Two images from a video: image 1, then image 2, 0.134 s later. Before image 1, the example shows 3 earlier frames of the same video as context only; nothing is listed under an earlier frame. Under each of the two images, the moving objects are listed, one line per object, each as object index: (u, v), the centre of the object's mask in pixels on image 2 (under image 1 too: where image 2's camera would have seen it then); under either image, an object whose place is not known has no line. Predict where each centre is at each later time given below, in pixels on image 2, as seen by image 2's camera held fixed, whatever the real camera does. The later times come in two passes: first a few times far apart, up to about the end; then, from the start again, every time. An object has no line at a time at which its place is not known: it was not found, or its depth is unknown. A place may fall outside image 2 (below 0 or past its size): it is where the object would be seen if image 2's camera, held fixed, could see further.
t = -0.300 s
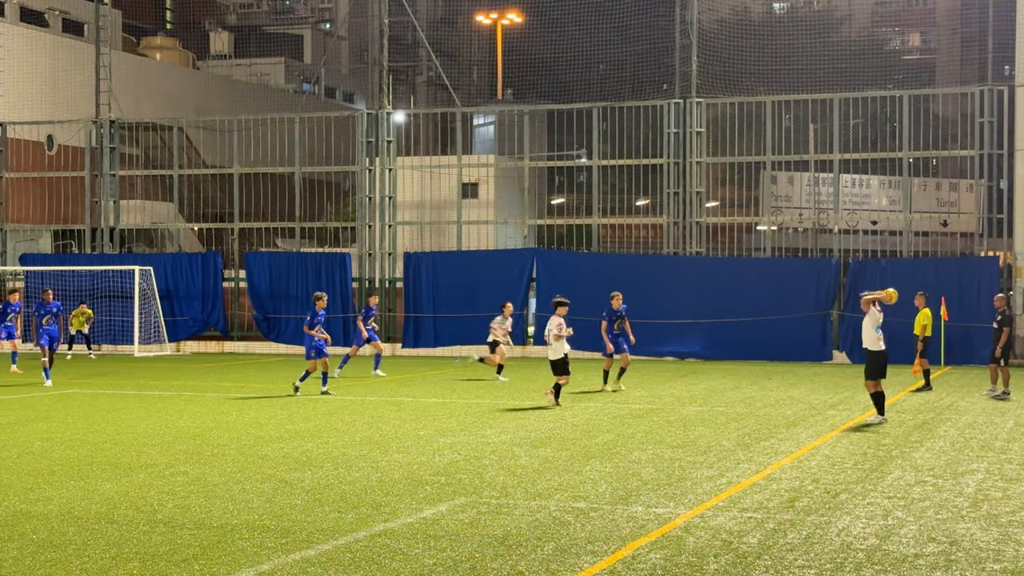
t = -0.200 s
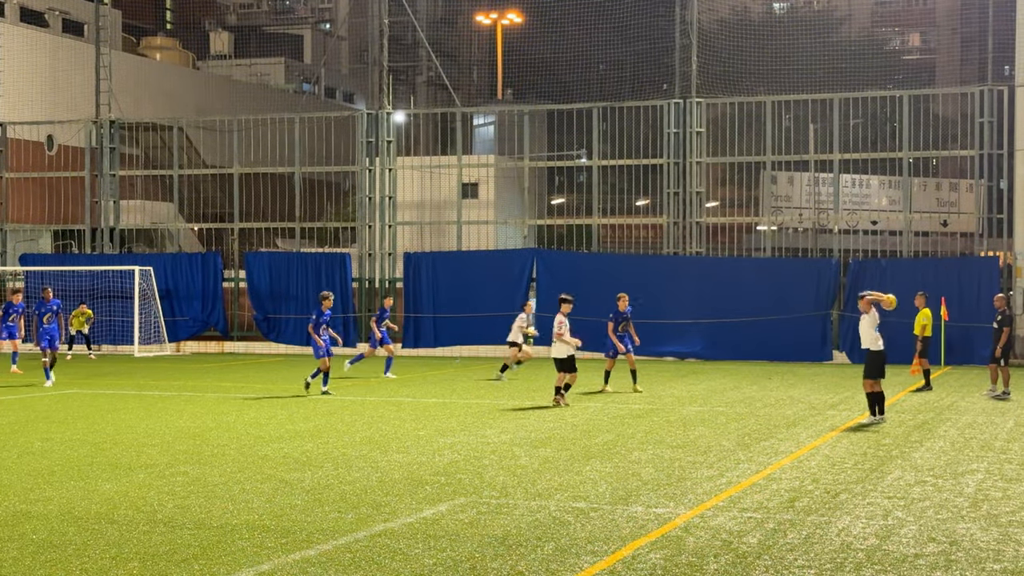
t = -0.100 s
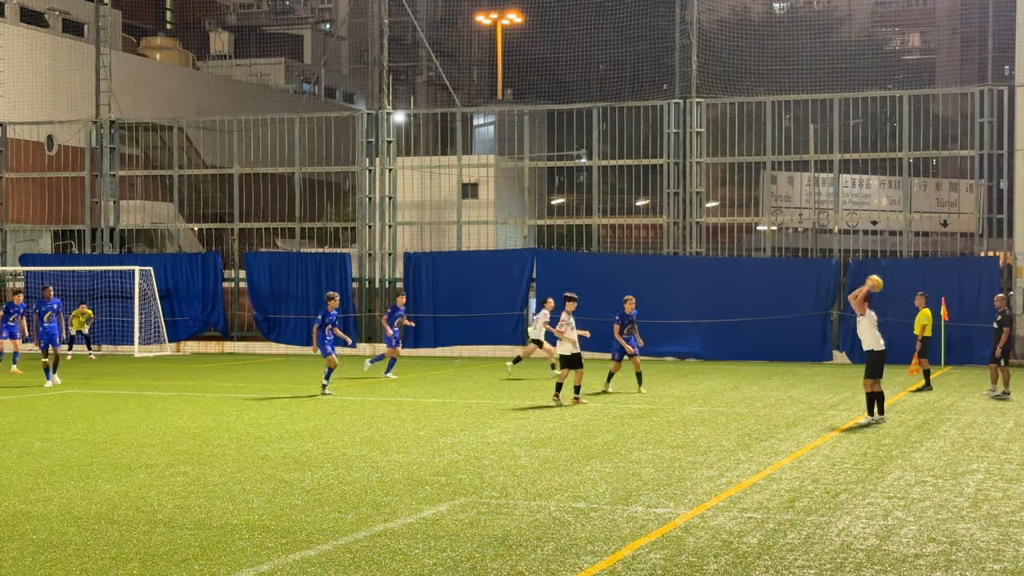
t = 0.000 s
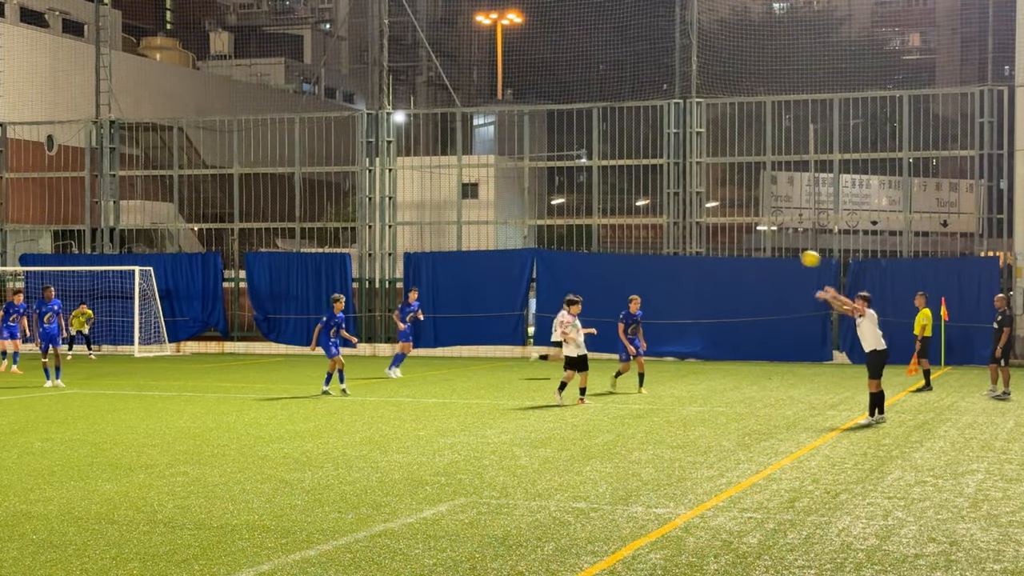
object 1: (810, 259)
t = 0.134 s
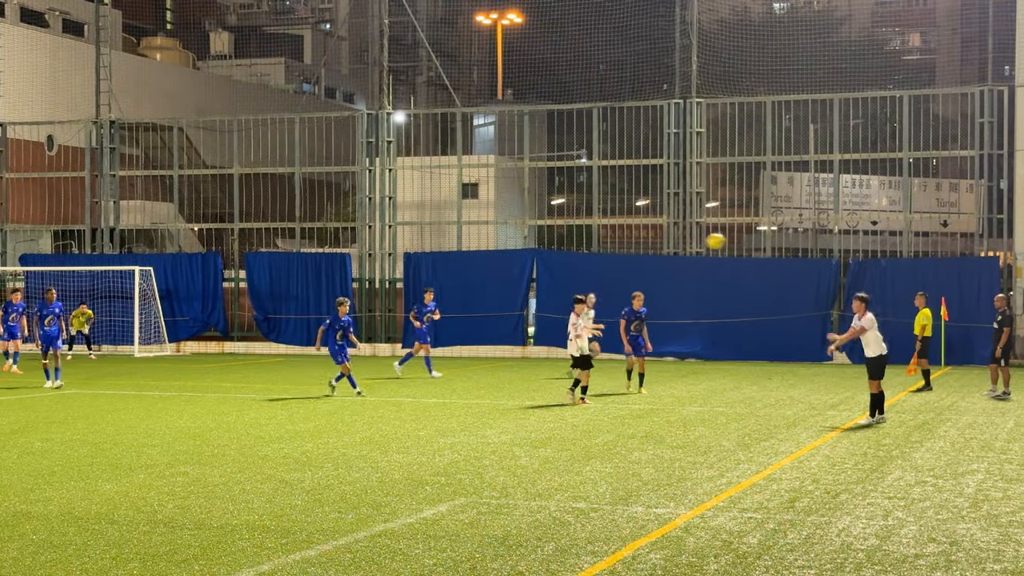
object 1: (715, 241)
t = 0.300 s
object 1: (598, 238)
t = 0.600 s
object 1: (391, 287)
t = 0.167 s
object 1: (692, 238)
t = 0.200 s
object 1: (669, 237)
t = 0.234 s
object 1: (645, 237)
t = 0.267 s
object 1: (622, 237)
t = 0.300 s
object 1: (598, 238)
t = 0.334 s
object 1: (575, 241)
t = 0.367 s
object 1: (551, 243)
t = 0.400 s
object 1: (528, 247)
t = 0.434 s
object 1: (505, 251)
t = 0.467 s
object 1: (482, 257)
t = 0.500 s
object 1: (459, 263)
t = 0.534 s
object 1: (436, 270)
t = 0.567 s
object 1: (413, 278)
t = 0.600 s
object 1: (391, 287)
